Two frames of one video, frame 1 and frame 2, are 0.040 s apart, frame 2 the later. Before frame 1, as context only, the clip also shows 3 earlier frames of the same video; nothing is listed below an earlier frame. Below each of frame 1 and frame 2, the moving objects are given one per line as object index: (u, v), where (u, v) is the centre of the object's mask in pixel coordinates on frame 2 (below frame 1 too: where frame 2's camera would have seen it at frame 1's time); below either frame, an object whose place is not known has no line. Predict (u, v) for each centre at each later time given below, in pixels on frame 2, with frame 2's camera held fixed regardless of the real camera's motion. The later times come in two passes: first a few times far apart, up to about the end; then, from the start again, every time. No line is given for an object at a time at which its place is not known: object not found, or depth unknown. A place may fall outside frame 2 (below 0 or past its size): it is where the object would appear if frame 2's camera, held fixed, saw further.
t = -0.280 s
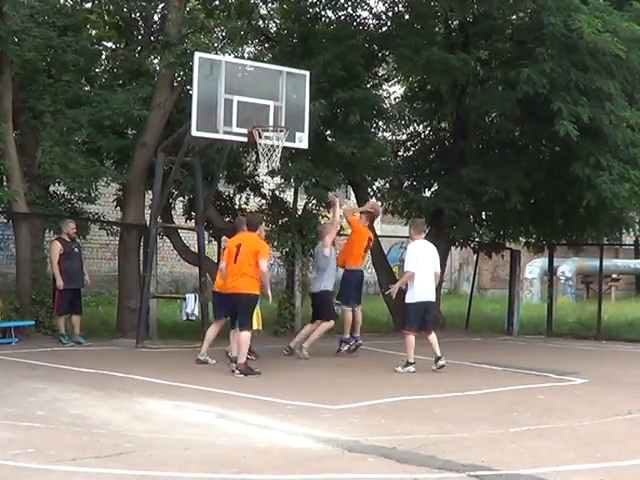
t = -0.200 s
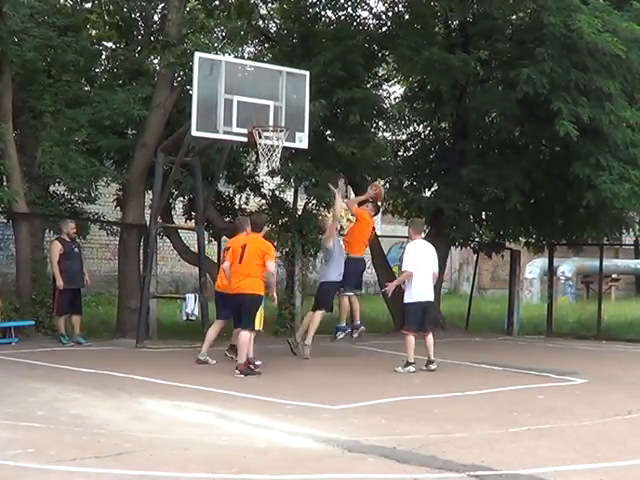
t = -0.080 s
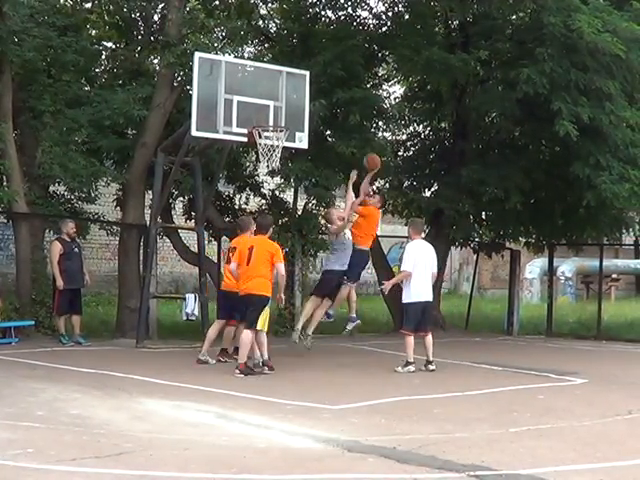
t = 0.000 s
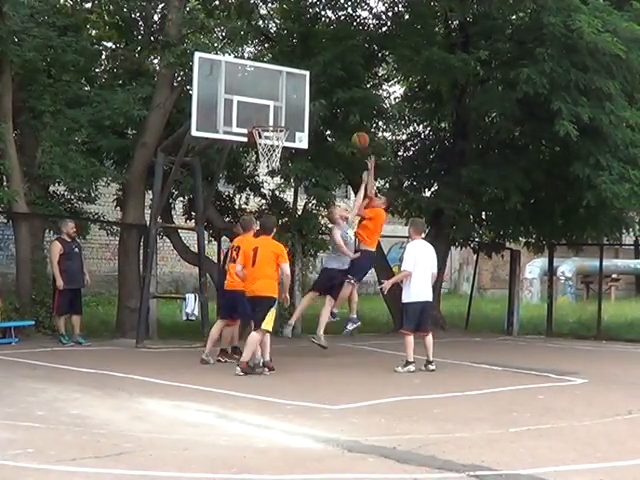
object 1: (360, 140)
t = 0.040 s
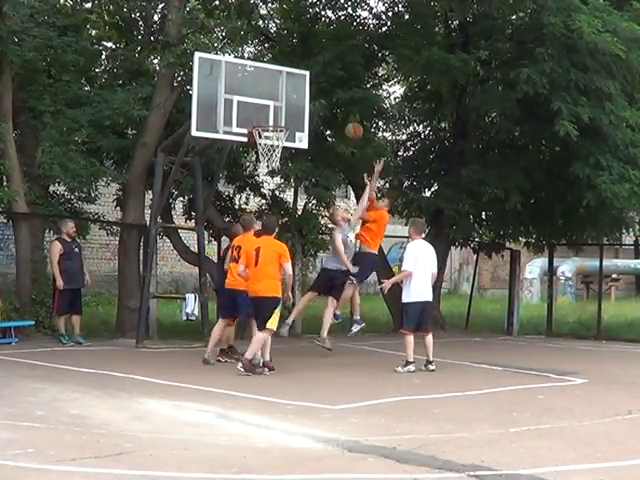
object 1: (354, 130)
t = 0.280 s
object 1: (314, 98)
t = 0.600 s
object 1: (258, 119)
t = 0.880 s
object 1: (295, 105)
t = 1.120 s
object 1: (324, 140)
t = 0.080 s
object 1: (347, 123)
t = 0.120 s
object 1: (341, 116)
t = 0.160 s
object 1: (334, 110)
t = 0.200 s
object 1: (328, 105)
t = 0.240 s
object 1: (320, 102)
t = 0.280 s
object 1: (314, 98)
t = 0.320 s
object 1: (308, 98)
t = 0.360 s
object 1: (300, 97)
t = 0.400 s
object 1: (293, 98)
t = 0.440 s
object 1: (286, 100)
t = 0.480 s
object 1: (278, 104)
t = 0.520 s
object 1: (272, 108)
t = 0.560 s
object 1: (264, 114)
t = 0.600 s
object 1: (258, 119)
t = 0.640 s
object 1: (264, 114)
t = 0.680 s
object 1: (270, 109)
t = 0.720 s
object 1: (274, 106)
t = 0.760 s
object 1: (279, 104)
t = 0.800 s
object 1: (284, 103)
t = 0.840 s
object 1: (290, 103)
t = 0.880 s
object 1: (295, 105)
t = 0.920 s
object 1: (299, 108)
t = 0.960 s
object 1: (305, 112)
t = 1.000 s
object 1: (310, 117)
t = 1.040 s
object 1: (314, 123)
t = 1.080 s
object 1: (319, 132)
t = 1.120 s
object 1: (324, 140)
